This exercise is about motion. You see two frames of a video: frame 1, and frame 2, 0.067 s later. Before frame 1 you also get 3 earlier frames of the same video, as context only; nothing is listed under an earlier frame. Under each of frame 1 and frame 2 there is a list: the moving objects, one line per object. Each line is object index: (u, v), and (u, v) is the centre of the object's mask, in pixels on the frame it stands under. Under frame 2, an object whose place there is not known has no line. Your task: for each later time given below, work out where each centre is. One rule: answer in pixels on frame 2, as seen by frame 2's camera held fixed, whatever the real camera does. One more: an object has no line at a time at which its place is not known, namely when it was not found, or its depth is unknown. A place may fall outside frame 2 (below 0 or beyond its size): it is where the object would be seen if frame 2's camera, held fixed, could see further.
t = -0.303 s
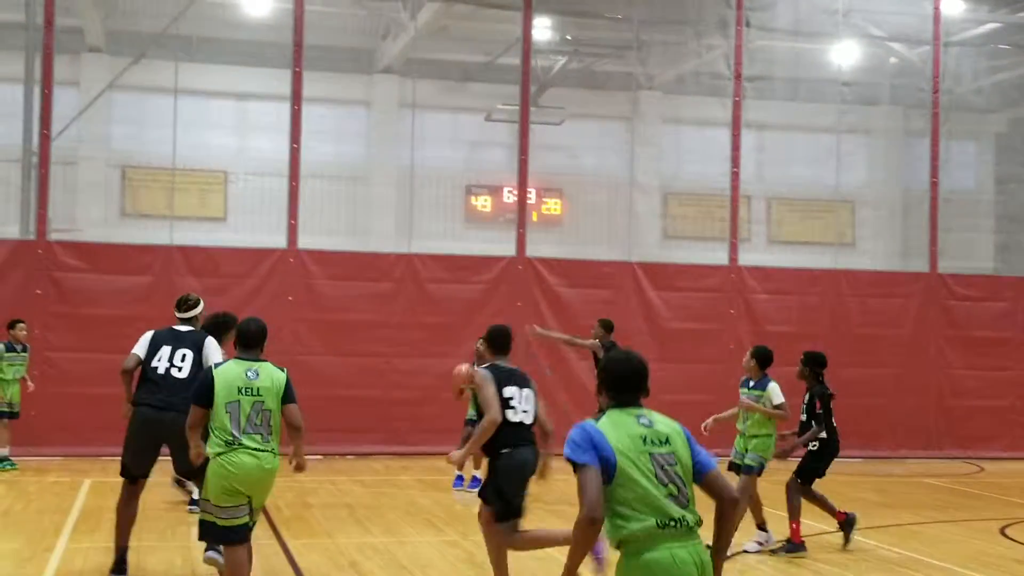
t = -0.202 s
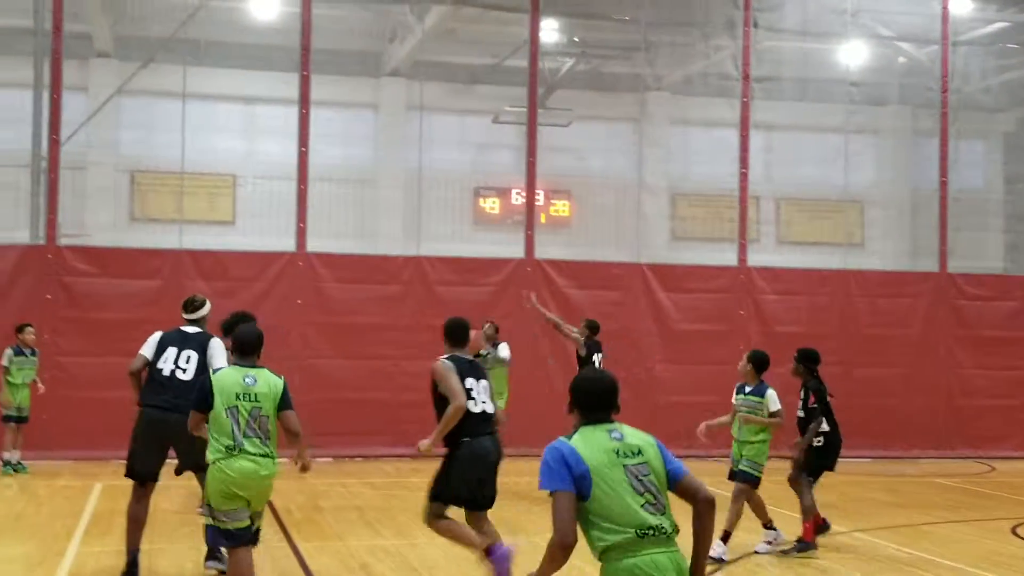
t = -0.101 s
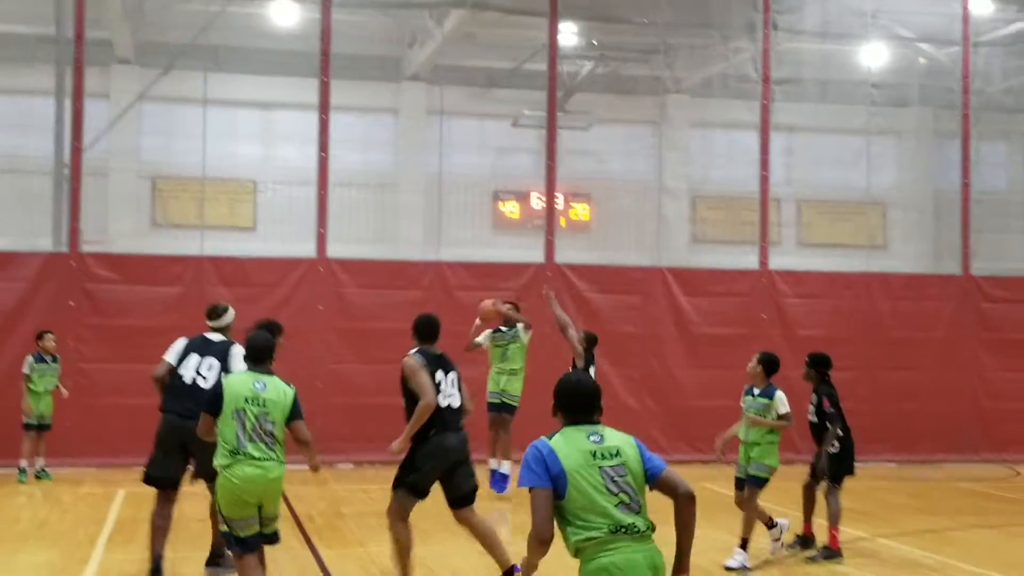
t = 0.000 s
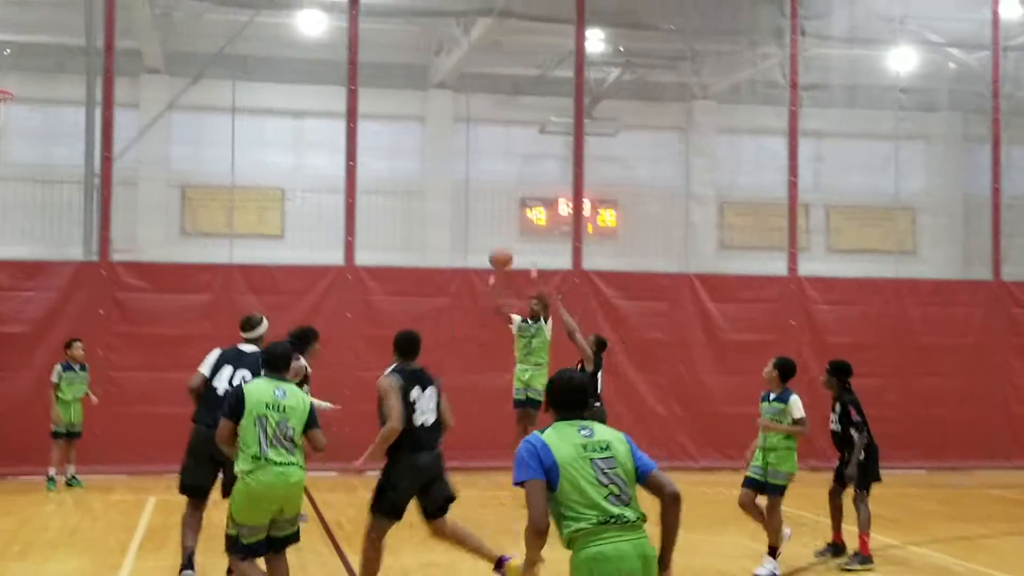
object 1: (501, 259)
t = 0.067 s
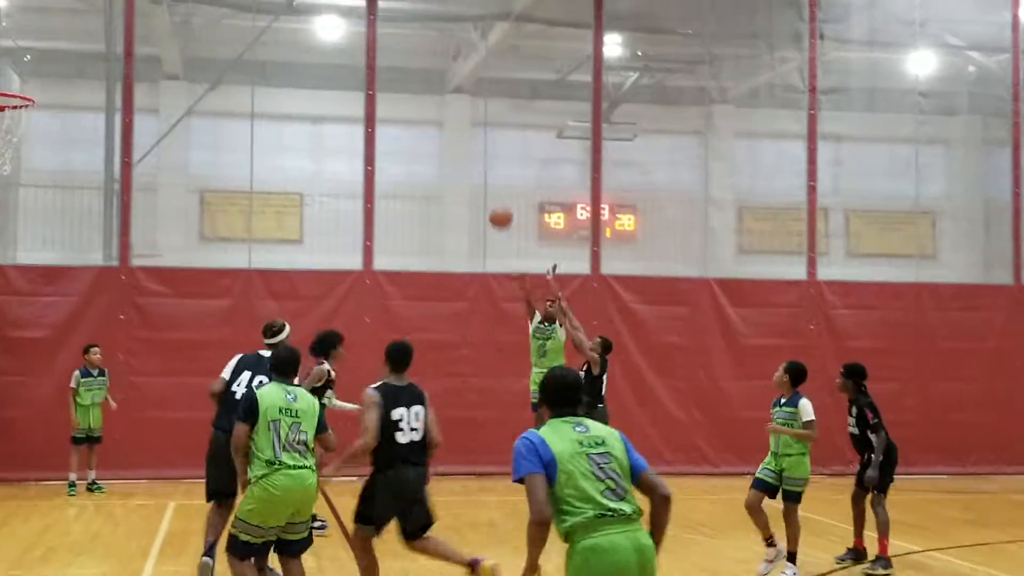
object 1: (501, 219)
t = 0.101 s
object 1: (491, 196)
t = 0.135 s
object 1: (481, 176)
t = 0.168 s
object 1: (472, 155)
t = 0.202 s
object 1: (462, 135)
